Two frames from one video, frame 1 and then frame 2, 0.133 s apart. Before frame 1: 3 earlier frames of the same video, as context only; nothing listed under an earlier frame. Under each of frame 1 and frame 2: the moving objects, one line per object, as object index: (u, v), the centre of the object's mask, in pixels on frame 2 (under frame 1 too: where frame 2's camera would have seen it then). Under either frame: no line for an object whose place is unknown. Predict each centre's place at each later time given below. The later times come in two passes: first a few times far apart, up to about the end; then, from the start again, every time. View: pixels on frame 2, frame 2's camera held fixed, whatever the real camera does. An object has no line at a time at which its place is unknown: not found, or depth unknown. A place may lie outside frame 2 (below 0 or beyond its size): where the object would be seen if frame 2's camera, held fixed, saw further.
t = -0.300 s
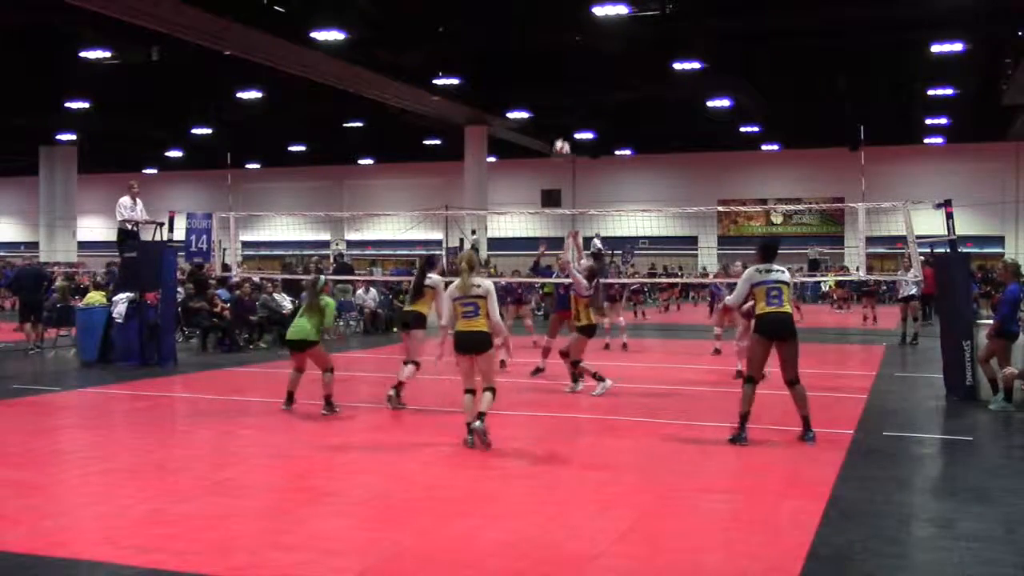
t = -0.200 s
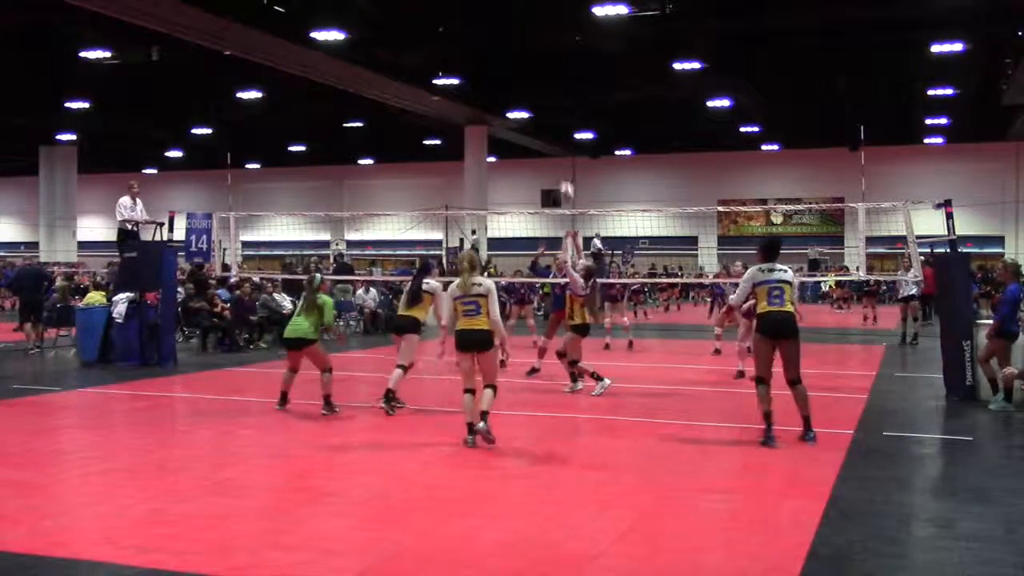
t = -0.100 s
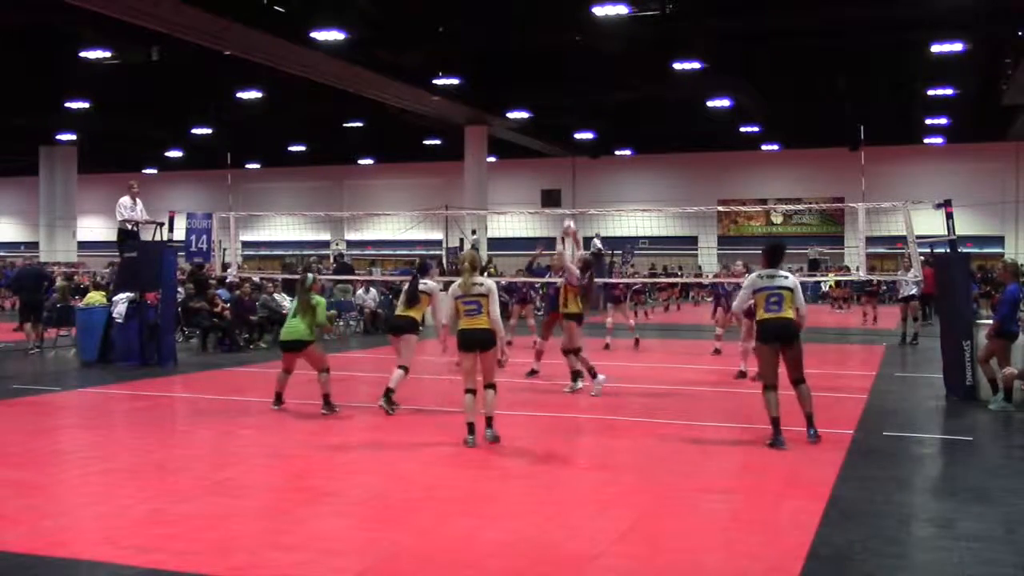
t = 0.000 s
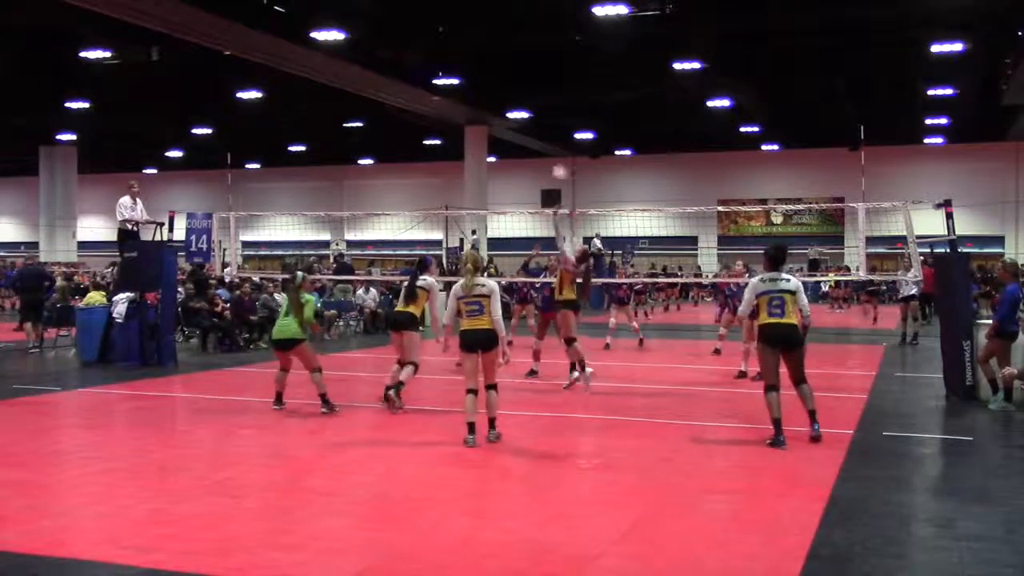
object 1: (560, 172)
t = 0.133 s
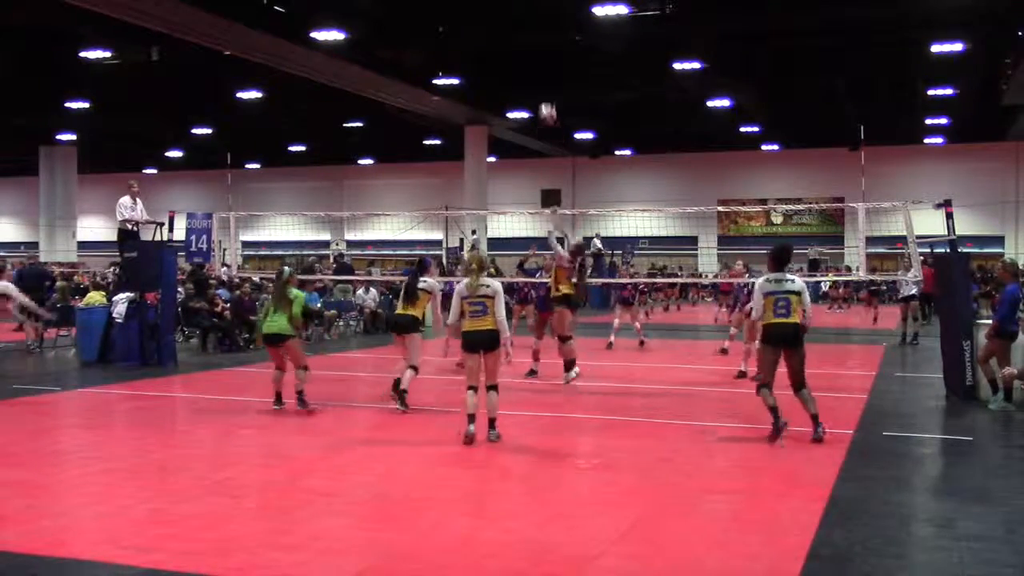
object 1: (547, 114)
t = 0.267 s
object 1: (536, 67)
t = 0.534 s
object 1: (512, 18)
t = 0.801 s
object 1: (491, 25)
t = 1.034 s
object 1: (472, 76)
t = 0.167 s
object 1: (545, 101)
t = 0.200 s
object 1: (541, 89)
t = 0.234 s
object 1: (539, 78)
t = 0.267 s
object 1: (536, 67)
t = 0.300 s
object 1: (532, 58)
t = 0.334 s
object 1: (529, 50)
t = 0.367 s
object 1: (527, 42)
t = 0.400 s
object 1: (524, 36)
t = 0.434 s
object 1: (521, 30)
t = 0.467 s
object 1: (518, 25)
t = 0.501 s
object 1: (515, 21)
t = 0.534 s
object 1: (512, 18)
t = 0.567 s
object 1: (509, 17)
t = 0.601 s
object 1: (507, 15)
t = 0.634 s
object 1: (504, 15)
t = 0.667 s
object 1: (501, 15)
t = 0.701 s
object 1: (499, 16)
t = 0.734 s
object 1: (496, 19)
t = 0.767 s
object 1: (493, 22)
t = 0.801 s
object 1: (491, 25)
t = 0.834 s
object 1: (488, 30)
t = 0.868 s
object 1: (485, 36)
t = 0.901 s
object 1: (483, 42)
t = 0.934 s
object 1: (480, 49)
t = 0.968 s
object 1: (477, 57)
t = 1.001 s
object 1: (475, 66)
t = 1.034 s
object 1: (472, 76)
